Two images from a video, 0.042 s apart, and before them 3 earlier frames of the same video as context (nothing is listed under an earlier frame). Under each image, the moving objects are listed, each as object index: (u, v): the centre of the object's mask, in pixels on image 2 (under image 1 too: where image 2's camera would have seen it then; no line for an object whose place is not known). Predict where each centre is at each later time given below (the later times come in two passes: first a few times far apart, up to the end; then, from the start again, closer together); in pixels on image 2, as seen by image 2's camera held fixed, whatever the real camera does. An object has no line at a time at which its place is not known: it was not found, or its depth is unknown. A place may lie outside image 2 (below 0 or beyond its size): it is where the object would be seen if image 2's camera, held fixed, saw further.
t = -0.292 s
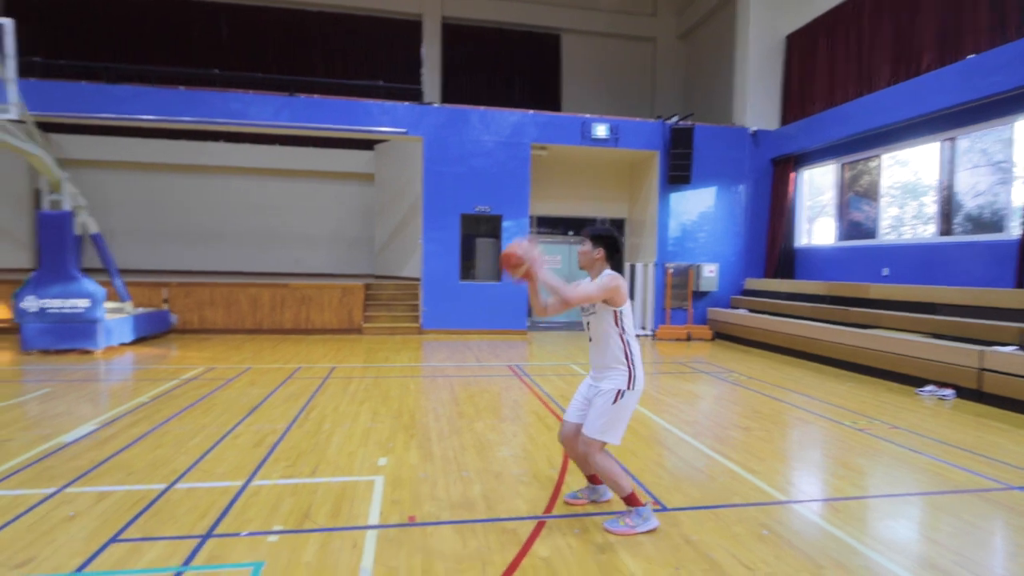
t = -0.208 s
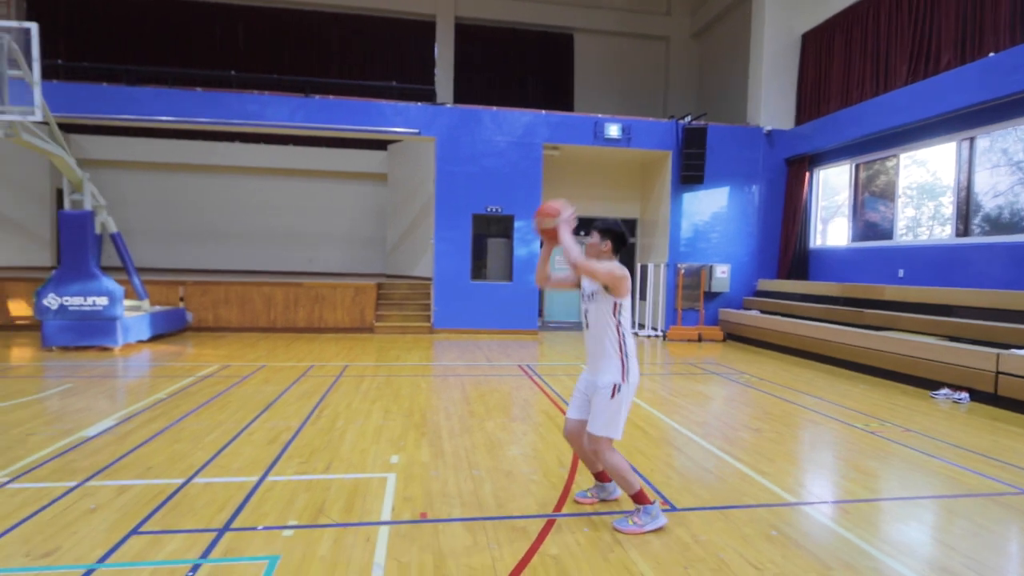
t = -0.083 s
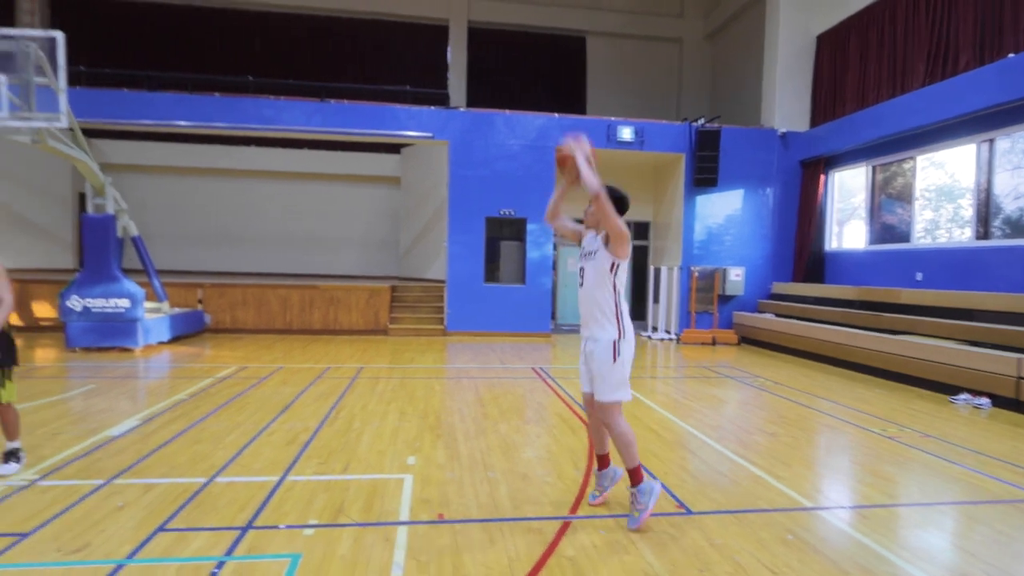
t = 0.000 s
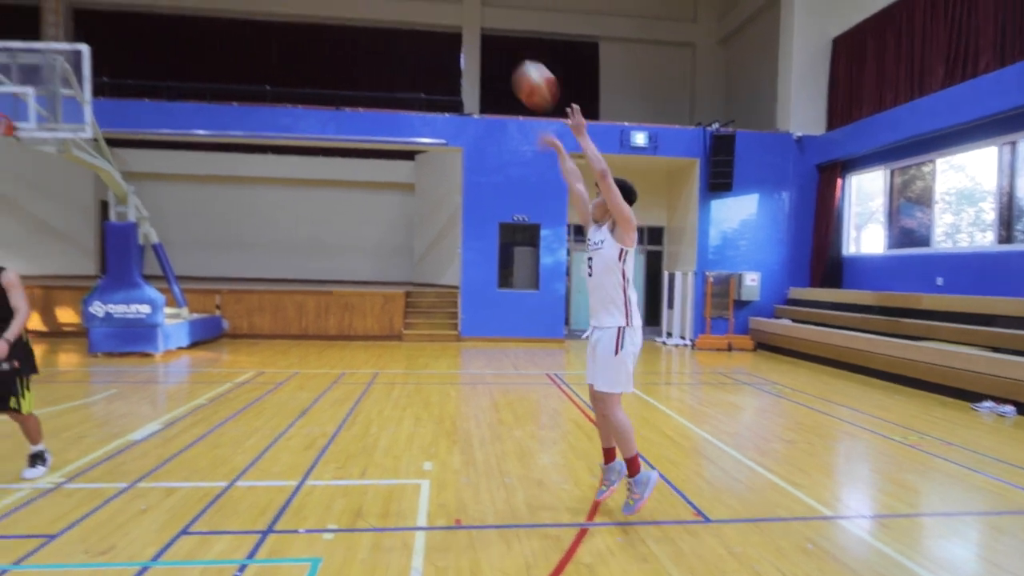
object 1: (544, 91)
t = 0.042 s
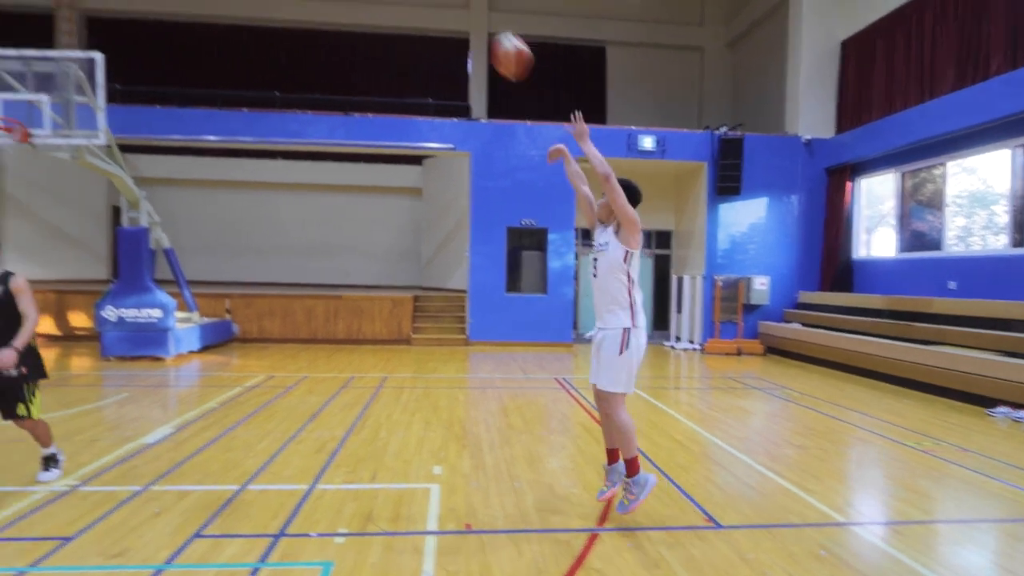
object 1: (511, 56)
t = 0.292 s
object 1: (347, -57)
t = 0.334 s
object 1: (326, -70)
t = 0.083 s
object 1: (479, 25)
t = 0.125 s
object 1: (450, 3)
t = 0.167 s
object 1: (421, -14)
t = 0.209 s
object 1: (396, -29)
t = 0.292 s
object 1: (347, -57)
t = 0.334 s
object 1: (326, -70)
